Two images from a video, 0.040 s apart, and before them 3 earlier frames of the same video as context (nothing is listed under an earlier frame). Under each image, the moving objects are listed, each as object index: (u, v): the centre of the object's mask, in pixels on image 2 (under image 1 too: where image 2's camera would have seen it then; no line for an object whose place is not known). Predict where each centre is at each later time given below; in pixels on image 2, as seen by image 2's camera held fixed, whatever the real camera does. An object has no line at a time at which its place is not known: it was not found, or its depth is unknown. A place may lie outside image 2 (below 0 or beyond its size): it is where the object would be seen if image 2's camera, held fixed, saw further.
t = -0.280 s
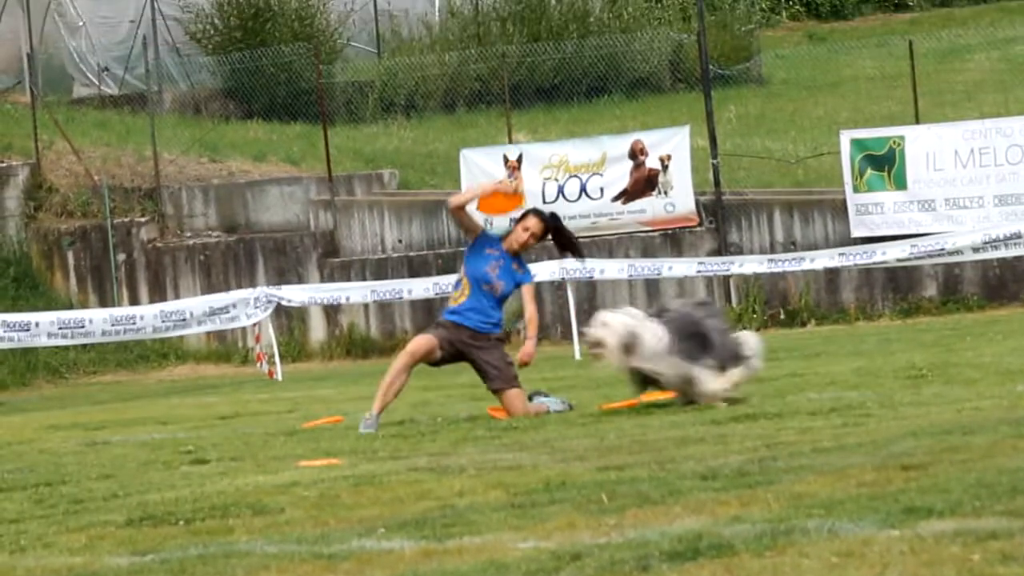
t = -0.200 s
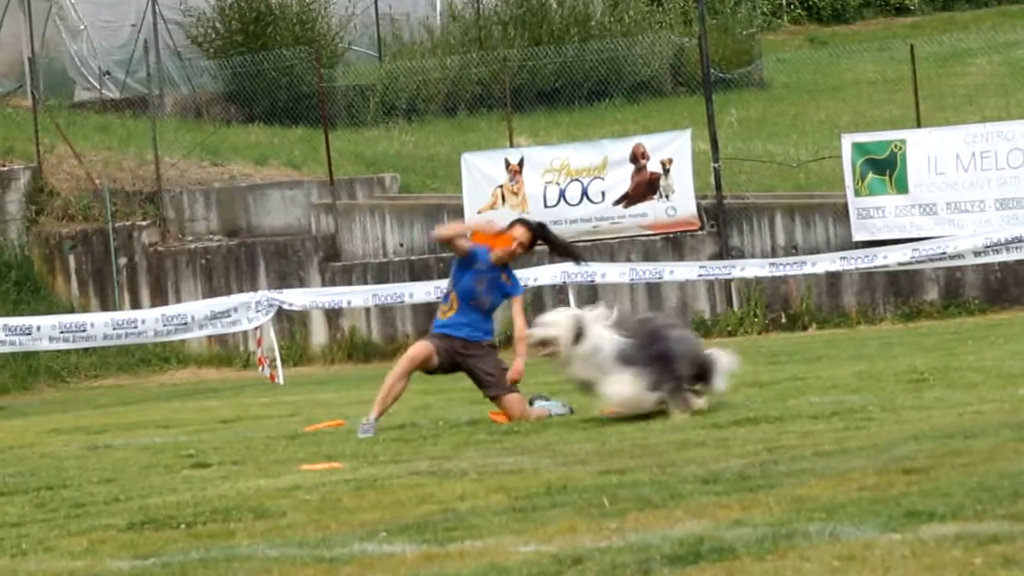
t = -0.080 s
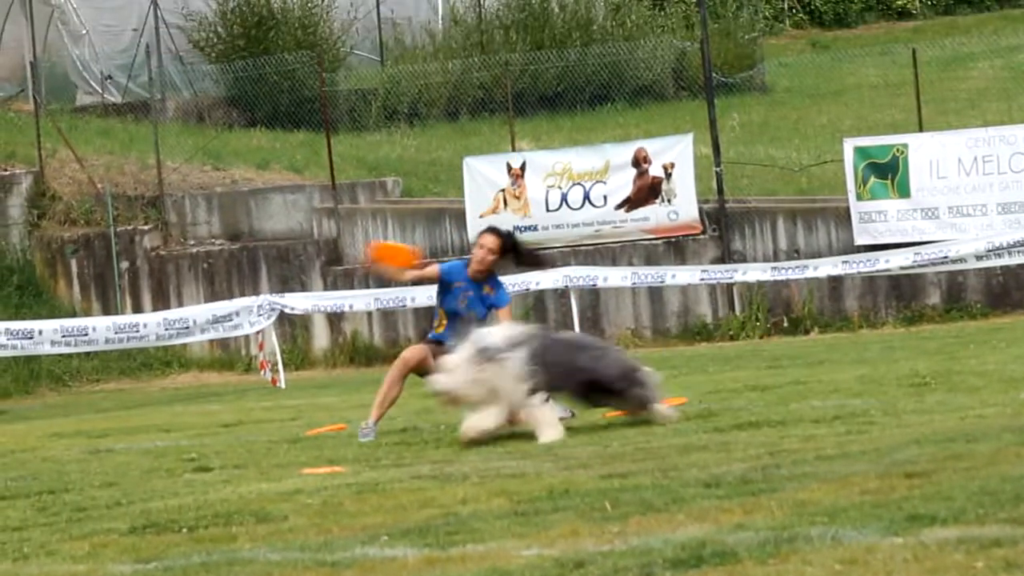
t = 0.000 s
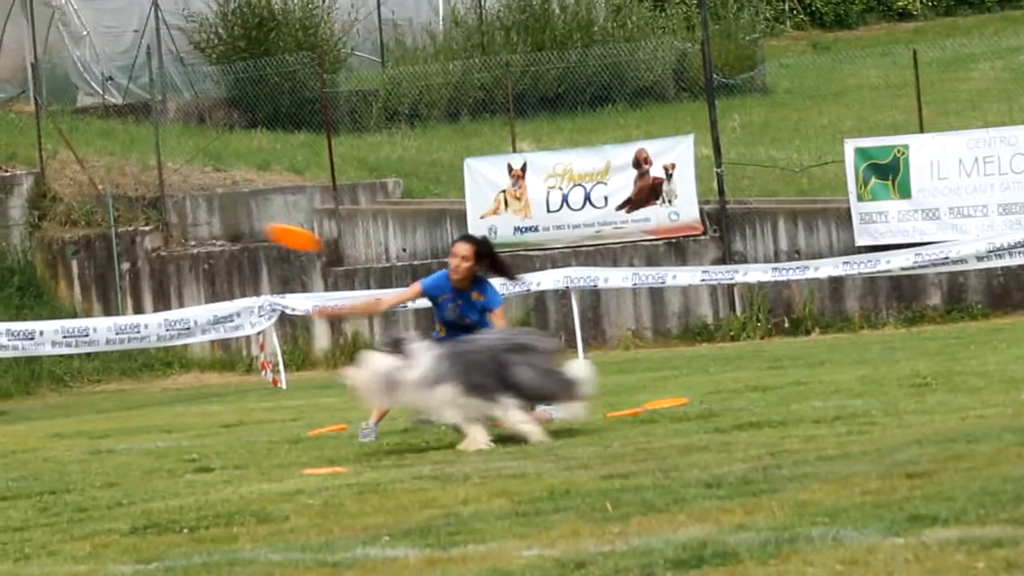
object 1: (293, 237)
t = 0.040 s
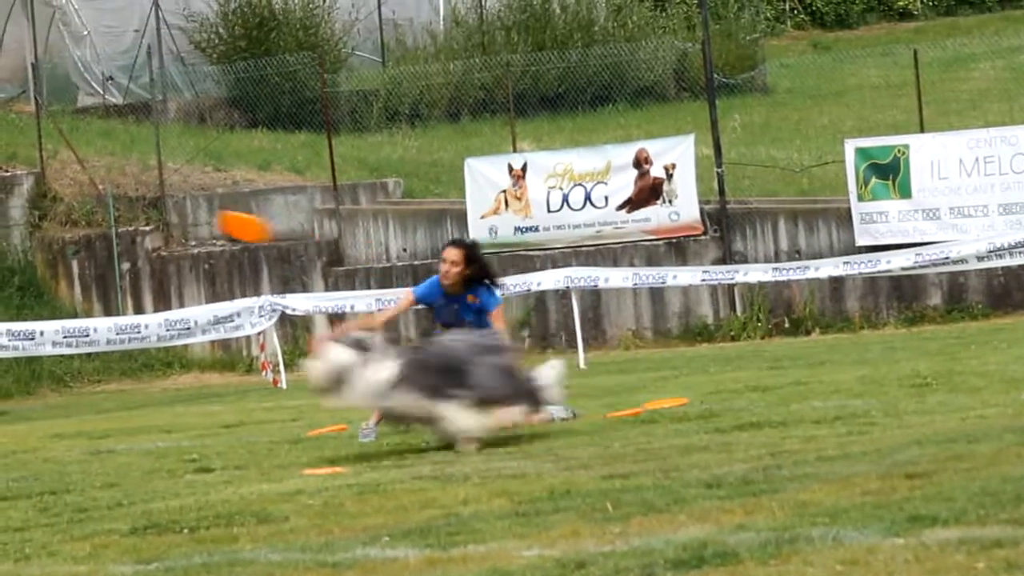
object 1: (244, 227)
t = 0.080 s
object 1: (193, 216)
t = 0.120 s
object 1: (143, 206)
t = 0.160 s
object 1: (93, 197)
